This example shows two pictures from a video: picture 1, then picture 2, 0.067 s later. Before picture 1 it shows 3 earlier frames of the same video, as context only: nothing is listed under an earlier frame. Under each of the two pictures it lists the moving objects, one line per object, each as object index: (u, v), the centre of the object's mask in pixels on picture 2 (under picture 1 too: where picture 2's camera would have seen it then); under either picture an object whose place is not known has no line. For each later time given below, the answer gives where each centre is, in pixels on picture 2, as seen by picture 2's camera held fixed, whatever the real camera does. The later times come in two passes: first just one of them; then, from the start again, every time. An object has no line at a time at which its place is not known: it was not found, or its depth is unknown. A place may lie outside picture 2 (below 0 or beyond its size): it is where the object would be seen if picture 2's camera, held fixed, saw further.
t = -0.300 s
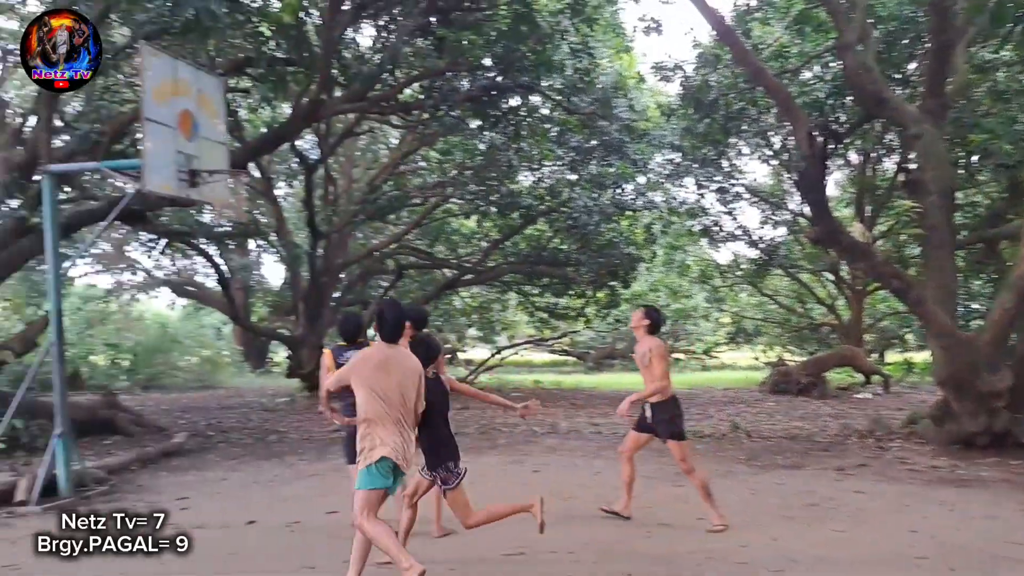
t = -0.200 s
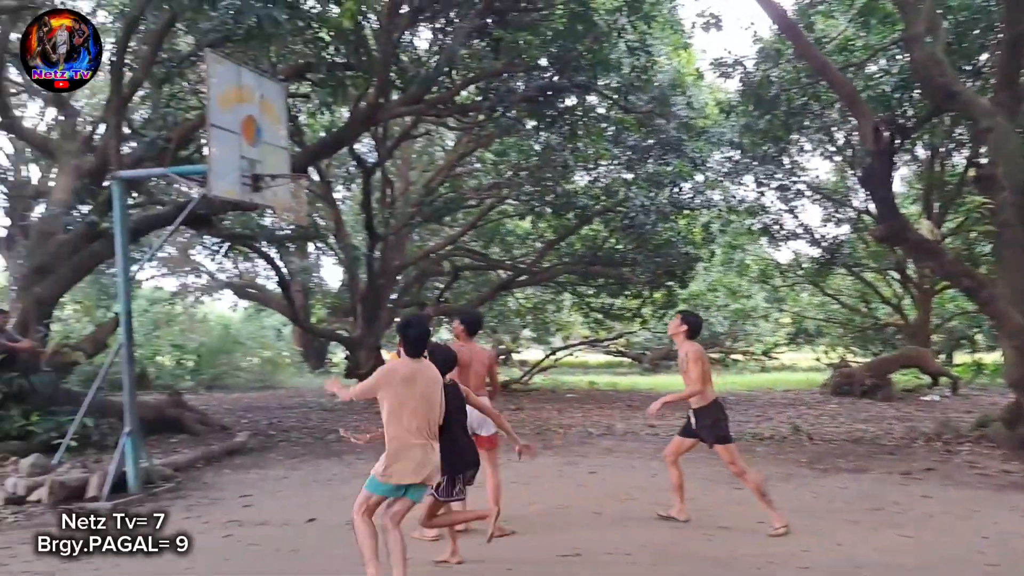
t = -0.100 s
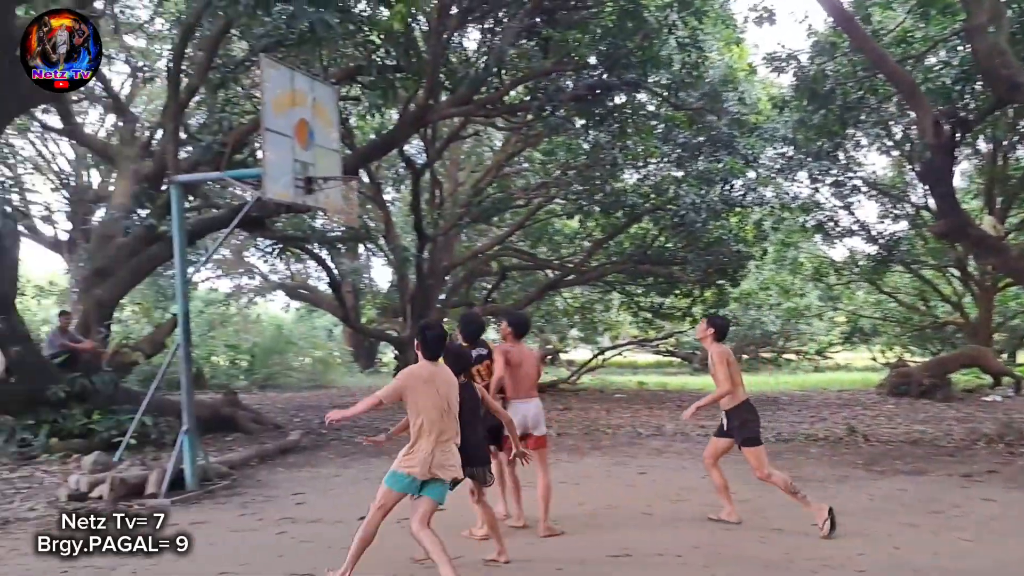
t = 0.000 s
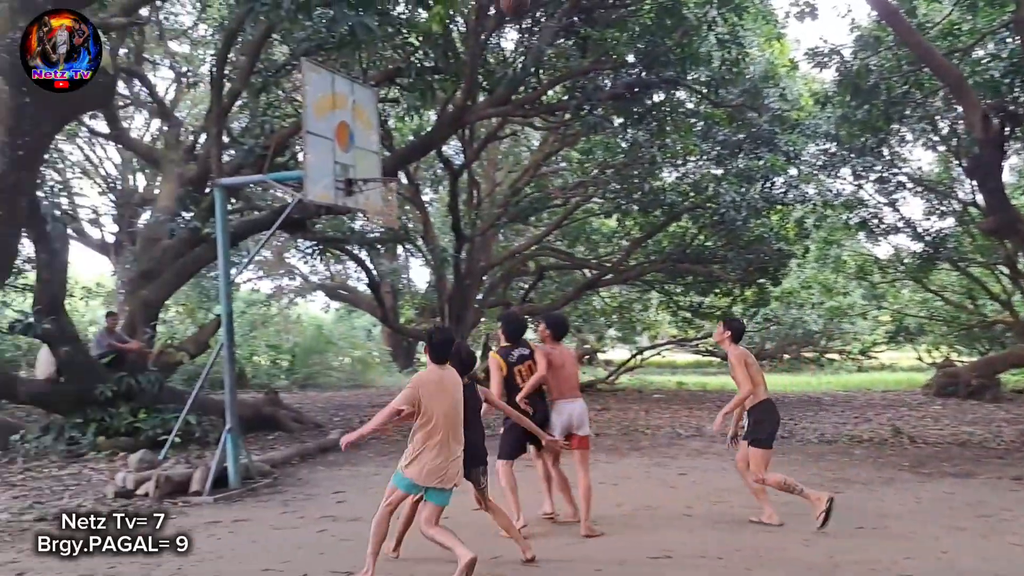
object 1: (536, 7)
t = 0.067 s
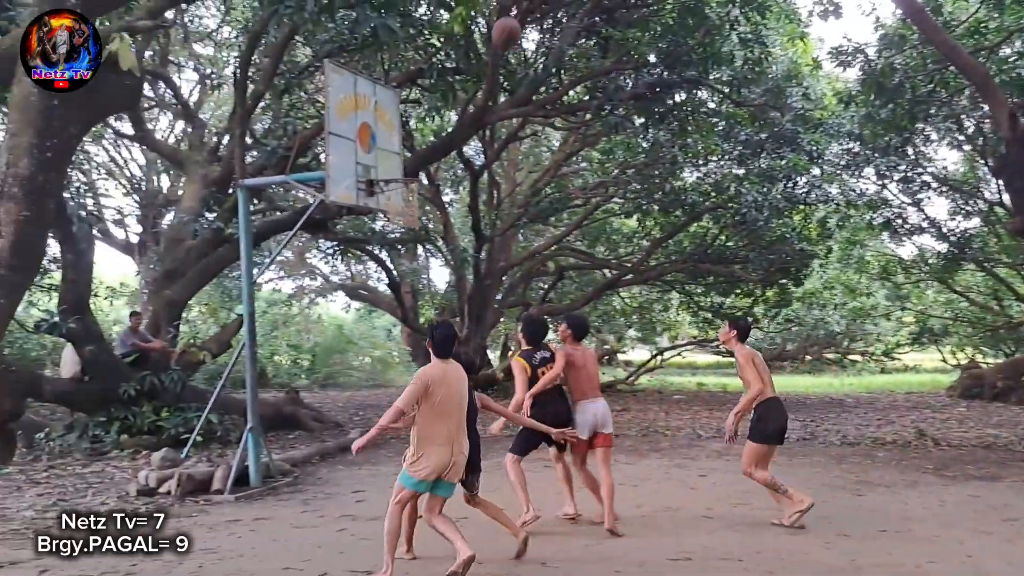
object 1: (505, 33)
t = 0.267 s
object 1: (424, 148)
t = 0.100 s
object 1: (491, 49)
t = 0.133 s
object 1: (478, 67)
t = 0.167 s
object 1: (464, 87)
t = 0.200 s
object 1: (451, 105)
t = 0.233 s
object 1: (439, 127)
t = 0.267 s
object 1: (424, 148)
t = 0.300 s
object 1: (412, 170)
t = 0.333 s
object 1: (408, 167)
